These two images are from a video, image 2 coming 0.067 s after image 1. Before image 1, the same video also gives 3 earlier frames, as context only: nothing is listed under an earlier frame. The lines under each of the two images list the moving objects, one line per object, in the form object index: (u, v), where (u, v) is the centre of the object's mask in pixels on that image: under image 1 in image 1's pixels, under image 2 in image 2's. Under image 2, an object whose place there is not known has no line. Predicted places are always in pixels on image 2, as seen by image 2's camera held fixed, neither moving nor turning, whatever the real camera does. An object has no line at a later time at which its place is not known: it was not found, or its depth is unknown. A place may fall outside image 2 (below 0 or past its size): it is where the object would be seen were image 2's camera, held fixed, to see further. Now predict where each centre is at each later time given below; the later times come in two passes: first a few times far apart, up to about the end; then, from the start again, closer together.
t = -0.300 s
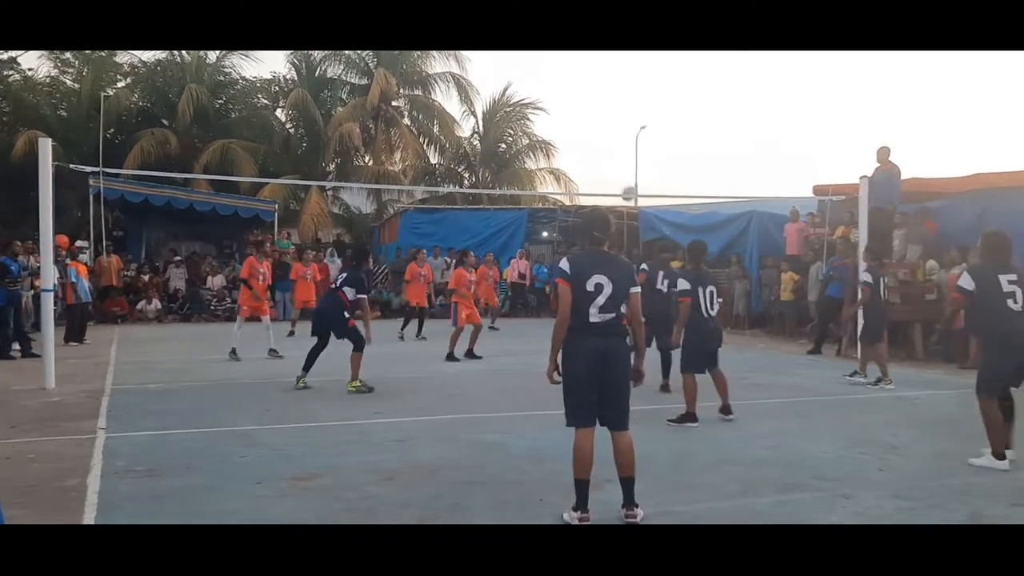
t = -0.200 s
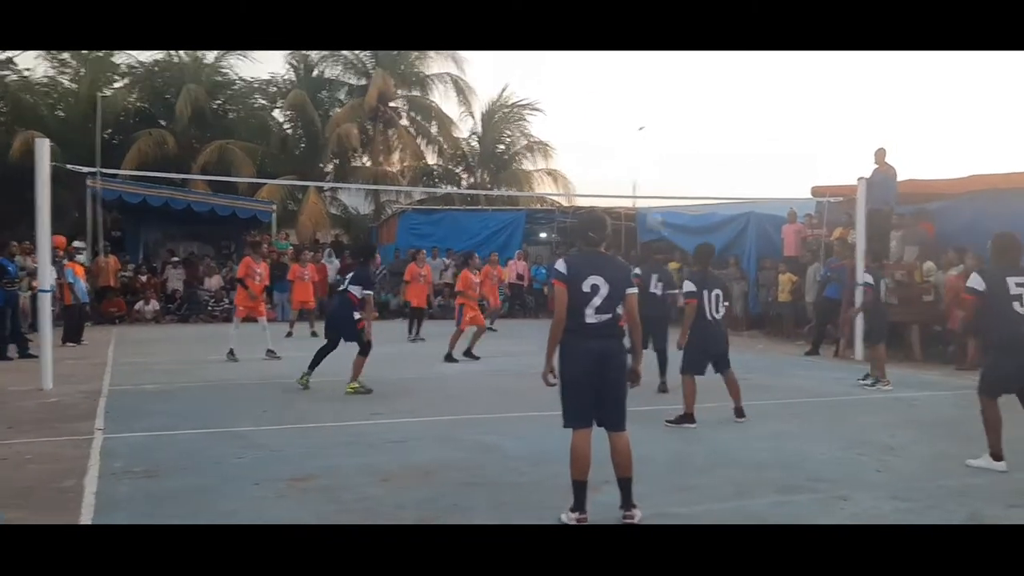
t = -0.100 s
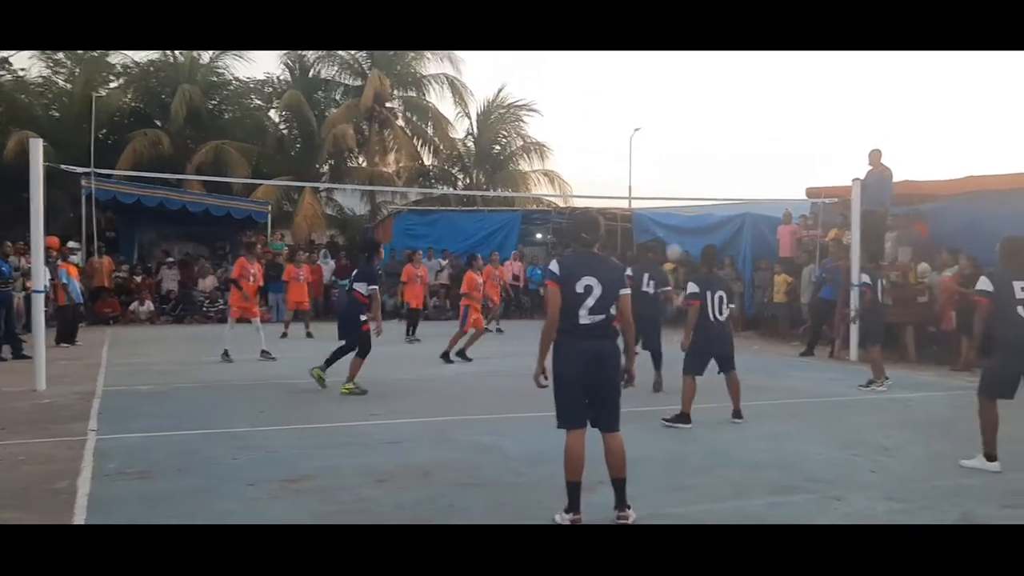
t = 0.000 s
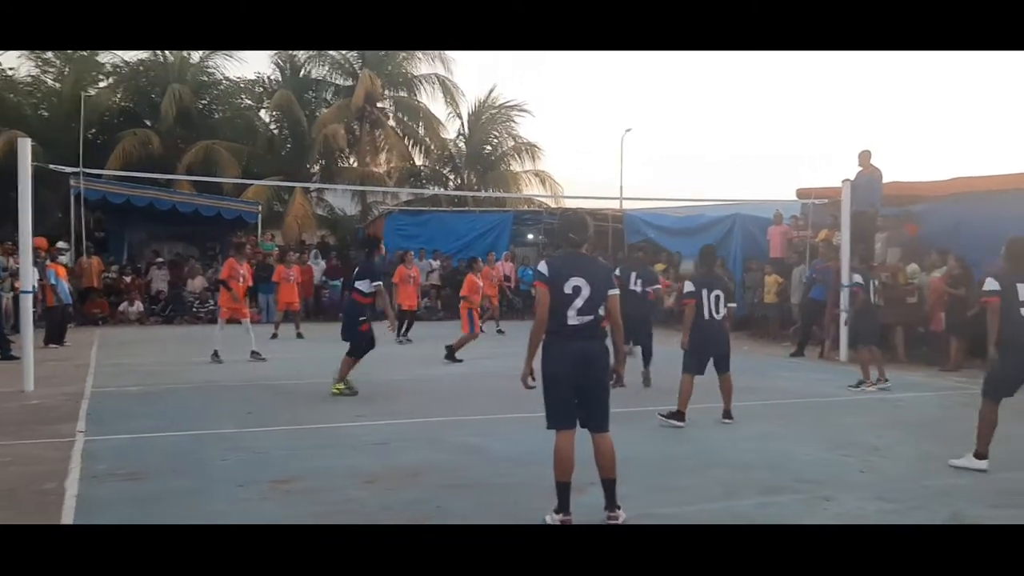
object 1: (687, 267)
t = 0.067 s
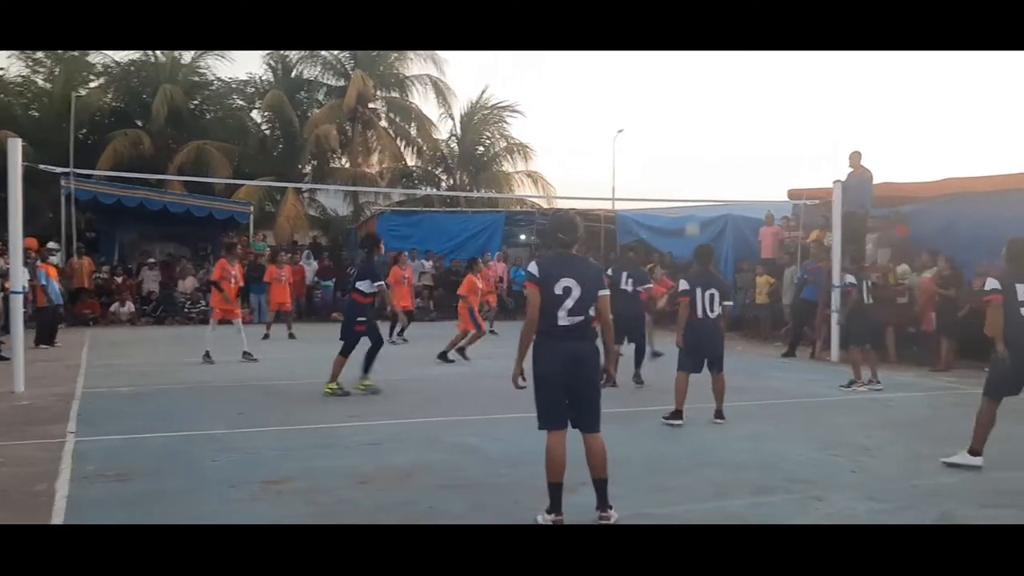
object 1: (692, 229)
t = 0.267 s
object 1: (728, 139)
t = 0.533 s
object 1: (772, 66)
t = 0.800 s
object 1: (811, 47)
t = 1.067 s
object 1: (848, 67)
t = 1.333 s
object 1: (879, 132)
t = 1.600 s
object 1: (911, 163)
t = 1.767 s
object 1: (932, 158)
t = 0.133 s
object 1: (704, 196)
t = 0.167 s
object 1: (710, 181)
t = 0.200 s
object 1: (716, 166)
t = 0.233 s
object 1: (723, 152)
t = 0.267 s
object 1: (728, 139)
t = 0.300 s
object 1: (734, 127)
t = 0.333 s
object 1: (740, 116)
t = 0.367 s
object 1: (745, 105)
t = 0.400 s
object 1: (751, 96)
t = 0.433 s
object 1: (757, 87)
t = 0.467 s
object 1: (762, 80)
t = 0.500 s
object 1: (767, 72)
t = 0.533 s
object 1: (772, 66)
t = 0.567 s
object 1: (778, 61)
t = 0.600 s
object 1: (783, 56)
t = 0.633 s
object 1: (787, 53)
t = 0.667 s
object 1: (792, 51)
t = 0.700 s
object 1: (796, 49)
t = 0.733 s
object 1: (801, 48)
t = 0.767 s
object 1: (806, 48)
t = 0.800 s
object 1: (811, 47)
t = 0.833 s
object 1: (816, 47)
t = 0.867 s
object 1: (821, 46)
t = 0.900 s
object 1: (826, 48)
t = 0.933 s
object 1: (831, 50)
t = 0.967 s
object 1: (835, 54)
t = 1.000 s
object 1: (839, 58)
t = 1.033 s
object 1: (843, 62)
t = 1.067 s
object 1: (848, 67)
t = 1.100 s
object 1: (853, 73)
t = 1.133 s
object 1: (857, 80)
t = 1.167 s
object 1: (860, 88)
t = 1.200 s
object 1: (864, 96)
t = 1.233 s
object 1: (868, 104)
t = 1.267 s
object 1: (871, 113)
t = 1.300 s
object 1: (875, 122)
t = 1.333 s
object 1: (879, 132)
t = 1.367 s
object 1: (882, 144)
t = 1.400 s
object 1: (886, 155)
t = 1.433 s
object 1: (889, 168)
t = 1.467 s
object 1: (893, 179)
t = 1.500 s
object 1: (897, 175)
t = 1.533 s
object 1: (902, 170)
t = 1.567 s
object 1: (906, 166)
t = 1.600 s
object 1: (911, 163)
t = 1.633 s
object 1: (915, 161)
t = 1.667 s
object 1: (919, 159)
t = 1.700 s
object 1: (923, 158)
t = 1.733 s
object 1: (928, 158)
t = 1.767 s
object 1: (932, 158)
